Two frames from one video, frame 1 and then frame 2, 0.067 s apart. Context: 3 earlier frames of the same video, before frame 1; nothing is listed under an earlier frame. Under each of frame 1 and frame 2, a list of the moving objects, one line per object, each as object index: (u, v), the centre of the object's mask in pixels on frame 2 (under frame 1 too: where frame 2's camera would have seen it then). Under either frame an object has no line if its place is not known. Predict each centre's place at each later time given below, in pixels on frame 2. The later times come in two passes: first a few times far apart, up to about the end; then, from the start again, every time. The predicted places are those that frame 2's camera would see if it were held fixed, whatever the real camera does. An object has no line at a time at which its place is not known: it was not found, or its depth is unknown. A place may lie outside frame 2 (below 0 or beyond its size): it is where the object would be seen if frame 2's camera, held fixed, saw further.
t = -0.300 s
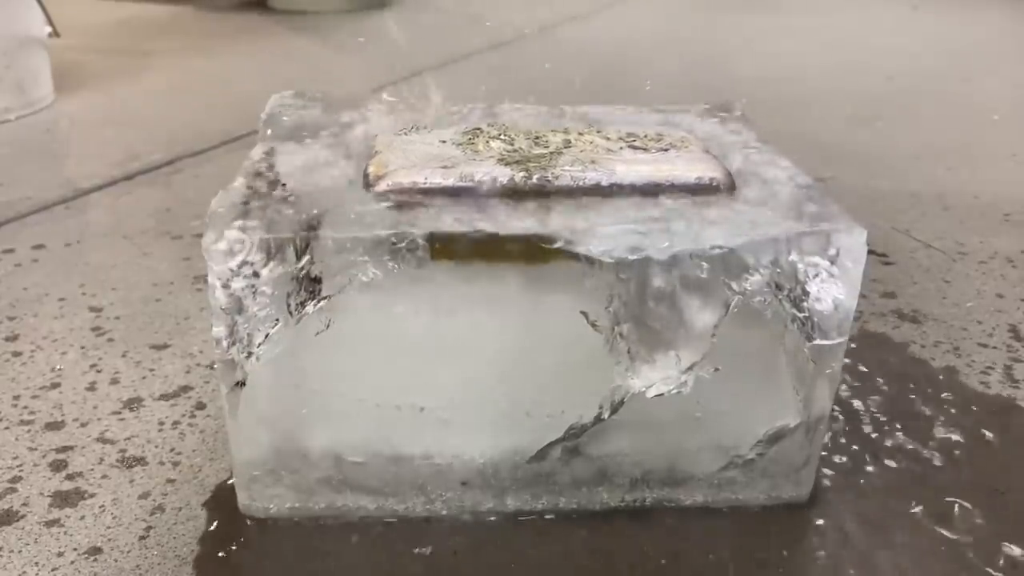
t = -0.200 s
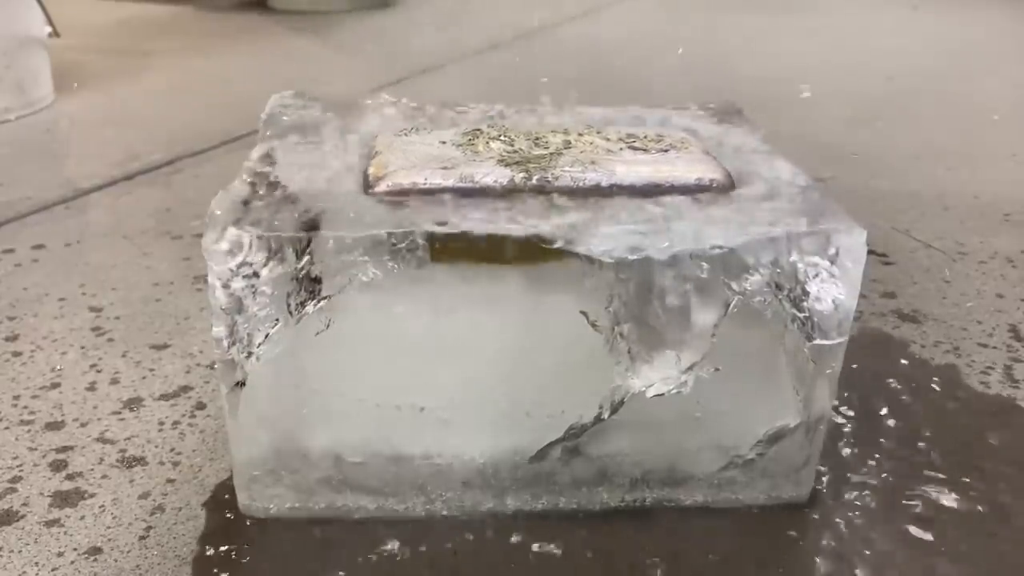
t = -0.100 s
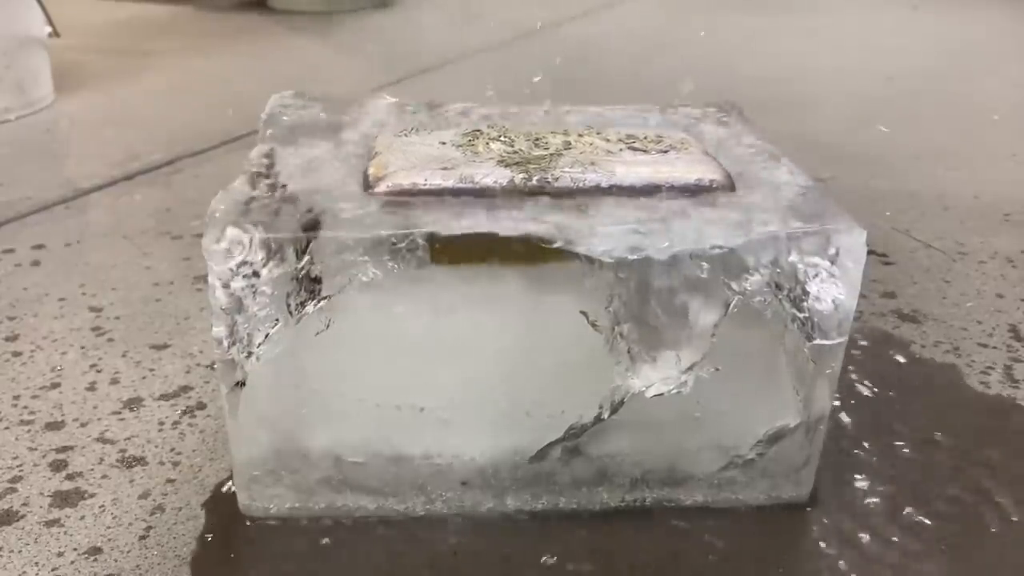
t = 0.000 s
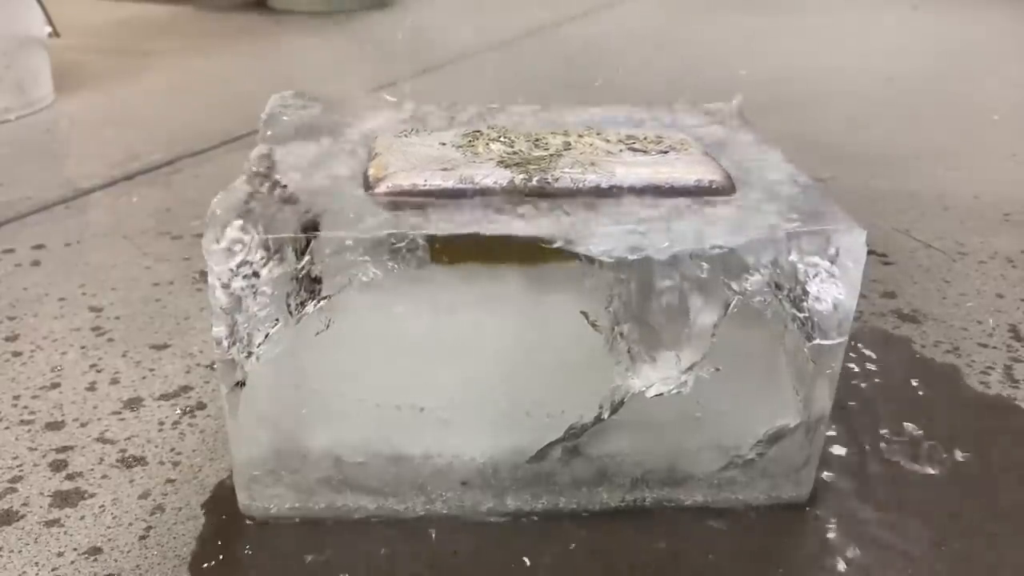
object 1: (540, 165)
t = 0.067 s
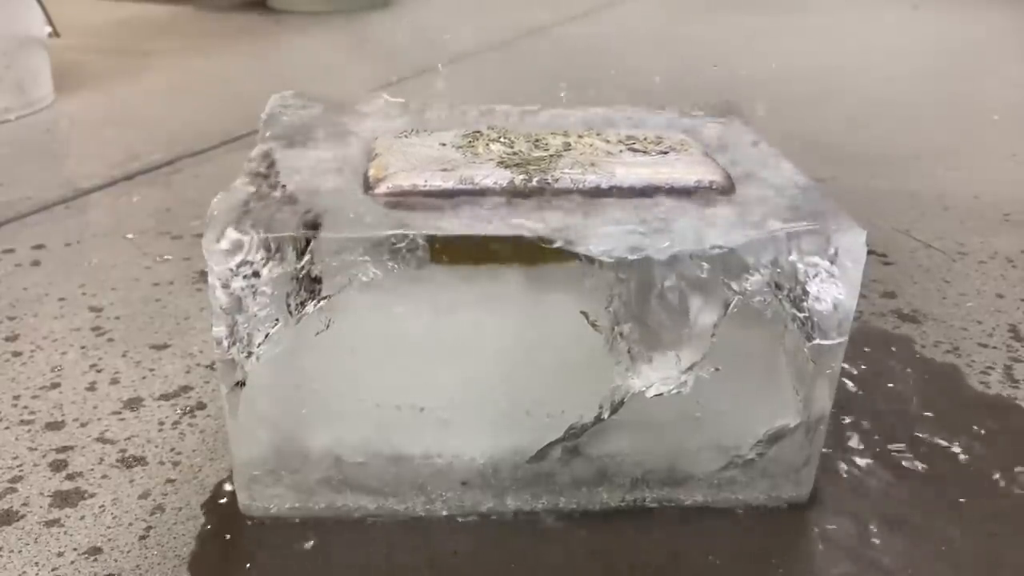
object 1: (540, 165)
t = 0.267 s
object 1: (539, 165)
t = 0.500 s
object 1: (537, 167)
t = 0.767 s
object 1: (536, 168)
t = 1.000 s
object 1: (534, 170)
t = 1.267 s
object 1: (537, 170)
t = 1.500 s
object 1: (535, 172)
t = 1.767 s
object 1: (537, 172)
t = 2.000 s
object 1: (535, 174)
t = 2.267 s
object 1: (538, 175)
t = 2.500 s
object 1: (537, 176)
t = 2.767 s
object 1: (538, 177)
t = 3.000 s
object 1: (535, 178)
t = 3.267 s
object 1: (534, 179)
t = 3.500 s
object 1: (536, 180)
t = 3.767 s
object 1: (532, 182)
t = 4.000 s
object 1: (532, 182)
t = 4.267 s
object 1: (534, 183)
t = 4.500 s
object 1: (537, 191)
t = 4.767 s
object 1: (542, 192)
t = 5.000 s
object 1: (542, 193)
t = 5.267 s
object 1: (542, 194)
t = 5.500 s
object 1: (541, 194)
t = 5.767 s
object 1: (539, 193)
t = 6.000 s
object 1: (540, 193)
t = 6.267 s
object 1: (543, 196)
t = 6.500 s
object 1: (544, 195)
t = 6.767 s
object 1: (543, 194)
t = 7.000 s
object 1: (544, 193)
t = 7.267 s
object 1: (547, 197)
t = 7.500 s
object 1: (544, 198)
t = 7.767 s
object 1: (547, 198)
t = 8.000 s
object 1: (547, 198)
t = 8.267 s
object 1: (543, 196)
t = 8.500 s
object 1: (548, 198)
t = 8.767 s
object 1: (549, 197)
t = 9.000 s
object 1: (546, 198)
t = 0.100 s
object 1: (540, 165)
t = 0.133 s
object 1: (540, 165)
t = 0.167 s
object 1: (541, 165)
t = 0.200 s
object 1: (541, 165)
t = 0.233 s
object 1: (540, 165)
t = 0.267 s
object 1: (539, 165)
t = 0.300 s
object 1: (538, 166)
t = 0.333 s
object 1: (537, 167)
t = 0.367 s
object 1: (540, 166)
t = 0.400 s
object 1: (538, 166)
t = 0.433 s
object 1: (537, 167)
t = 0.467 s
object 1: (539, 166)
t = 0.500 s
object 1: (537, 167)
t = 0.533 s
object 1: (539, 167)
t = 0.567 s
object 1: (538, 168)
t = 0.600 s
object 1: (536, 168)
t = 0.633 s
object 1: (537, 167)
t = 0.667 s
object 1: (534, 168)
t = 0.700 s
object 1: (535, 168)
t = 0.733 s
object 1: (534, 169)
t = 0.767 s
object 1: (536, 168)
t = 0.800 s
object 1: (534, 168)
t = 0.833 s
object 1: (537, 168)
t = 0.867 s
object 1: (535, 169)
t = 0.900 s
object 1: (537, 168)
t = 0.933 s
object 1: (533, 170)
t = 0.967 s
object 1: (536, 169)
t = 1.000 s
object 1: (534, 170)
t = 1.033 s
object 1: (536, 169)
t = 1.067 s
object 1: (537, 169)
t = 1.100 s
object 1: (537, 169)
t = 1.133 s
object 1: (537, 169)
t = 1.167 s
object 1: (536, 170)
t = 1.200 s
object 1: (538, 170)
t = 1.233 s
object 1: (537, 169)
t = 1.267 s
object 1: (537, 170)
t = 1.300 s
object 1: (537, 170)
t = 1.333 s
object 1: (538, 171)
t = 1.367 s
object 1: (536, 170)
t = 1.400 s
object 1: (536, 170)
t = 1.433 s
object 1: (537, 171)
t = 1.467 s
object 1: (537, 171)
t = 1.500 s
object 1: (535, 172)
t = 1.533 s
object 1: (538, 171)
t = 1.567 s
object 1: (537, 172)
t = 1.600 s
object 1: (534, 171)
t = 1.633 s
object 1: (535, 172)
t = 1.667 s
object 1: (537, 172)
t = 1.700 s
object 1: (538, 172)
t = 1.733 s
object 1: (536, 173)
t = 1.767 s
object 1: (537, 172)
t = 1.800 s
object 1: (536, 173)
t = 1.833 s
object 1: (536, 173)
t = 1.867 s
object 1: (535, 173)
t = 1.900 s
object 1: (534, 173)
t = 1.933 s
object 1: (533, 174)
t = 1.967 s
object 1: (536, 173)
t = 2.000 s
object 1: (535, 174)
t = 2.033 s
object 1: (537, 174)
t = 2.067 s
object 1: (540, 174)
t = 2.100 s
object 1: (538, 174)
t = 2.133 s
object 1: (537, 175)
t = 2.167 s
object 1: (537, 175)
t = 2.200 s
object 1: (536, 175)
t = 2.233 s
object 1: (538, 174)
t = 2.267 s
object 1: (538, 175)
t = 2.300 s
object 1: (535, 175)
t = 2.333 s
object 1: (536, 176)
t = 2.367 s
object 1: (537, 175)
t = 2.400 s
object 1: (538, 176)
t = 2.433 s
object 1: (538, 176)
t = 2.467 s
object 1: (537, 176)
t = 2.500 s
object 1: (537, 176)
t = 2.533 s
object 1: (535, 176)
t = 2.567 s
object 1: (536, 176)
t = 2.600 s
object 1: (535, 176)
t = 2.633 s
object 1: (535, 176)
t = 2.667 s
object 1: (538, 177)
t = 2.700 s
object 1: (537, 177)
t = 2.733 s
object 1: (537, 177)
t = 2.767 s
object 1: (538, 177)
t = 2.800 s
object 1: (535, 176)
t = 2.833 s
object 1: (537, 177)
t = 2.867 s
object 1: (535, 177)
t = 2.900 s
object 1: (540, 178)
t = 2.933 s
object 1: (539, 178)
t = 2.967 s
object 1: (536, 178)
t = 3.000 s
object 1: (535, 178)
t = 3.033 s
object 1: (535, 178)
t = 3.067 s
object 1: (533, 178)
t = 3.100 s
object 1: (538, 179)
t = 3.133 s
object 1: (535, 178)
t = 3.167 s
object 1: (534, 179)
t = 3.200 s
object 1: (533, 179)
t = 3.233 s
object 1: (530, 180)
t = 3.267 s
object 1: (534, 179)
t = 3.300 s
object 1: (534, 180)
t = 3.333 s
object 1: (535, 179)
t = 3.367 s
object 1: (530, 181)
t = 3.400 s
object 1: (532, 181)
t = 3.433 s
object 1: (530, 180)
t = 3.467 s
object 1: (532, 180)
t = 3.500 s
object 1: (536, 180)
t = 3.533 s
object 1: (532, 181)
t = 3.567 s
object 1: (531, 181)
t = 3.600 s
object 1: (533, 181)
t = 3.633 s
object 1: (529, 182)
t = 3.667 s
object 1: (533, 181)
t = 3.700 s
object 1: (531, 181)
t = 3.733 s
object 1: (531, 183)
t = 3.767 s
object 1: (532, 182)
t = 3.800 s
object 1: (537, 181)
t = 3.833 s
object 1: (530, 183)
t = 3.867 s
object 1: (532, 183)
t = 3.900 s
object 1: (535, 182)
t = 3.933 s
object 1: (530, 183)
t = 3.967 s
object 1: (530, 183)
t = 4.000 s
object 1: (532, 182)
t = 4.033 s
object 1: (530, 183)
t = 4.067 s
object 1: (536, 182)
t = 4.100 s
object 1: (535, 182)
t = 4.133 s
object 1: (530, 183)
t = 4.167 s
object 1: (533, 183)
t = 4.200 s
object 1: (538, 187)
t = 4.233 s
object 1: (532, 183)
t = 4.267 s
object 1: (534, 183)
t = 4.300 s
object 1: (538, 188)
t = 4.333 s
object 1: (534, 185)
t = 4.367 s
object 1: (538, 189)
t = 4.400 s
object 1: (535, 190)
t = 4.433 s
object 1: (536, 191)
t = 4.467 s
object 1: (540, 190)
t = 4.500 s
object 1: (537, 191)
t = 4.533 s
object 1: (537, 191)
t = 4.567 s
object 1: (538, 191)
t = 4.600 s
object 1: (536, 192)
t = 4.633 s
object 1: (536, 193)
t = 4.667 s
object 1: (540, 192)
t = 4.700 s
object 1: (538, 192)
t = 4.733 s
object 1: (539, 193)
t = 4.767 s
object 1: (542, 192)
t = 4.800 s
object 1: (539, 193)
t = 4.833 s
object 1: (537, 193)
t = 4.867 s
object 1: (539, 193)
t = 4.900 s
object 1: (540, 193)
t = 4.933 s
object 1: (539, 194)
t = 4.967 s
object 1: (539, 193)
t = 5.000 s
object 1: (542, 193)
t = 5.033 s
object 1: (541, 193)
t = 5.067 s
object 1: (541, 193)
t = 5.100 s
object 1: (541, 193)
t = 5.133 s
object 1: (541, 193)
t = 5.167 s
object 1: (542, 193)
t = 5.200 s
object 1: (542, 193)
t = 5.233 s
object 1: (542, 193)
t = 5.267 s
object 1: (542, 194)
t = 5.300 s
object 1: (541, 194)
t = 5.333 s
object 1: (540, 195)
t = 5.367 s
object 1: (539, 193)
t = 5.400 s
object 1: (539, 194)
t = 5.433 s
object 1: (541, 194)
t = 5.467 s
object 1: (542, 194)
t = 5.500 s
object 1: (541, 194)
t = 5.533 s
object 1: (540, 194)
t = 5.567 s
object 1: (541, 194)
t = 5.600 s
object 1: (540, 194)
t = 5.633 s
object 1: (540, 194)
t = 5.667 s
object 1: (541, 194)
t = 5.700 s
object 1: (541, 194)
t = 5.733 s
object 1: (540, 194)
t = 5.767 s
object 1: (539, 193)
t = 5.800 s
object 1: (541, 194)
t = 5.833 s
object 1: (540, 194)
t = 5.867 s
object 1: (540, 194)
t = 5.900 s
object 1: (538, 194)
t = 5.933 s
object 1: (540, 193)
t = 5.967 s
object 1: (541, 194)
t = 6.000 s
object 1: (540, 193)
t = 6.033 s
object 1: (540, 194)
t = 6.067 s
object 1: (539, 194)
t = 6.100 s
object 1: (539, 194)
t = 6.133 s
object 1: (541, 195)
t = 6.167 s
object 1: (541, 194)
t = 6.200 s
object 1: (544, 196)
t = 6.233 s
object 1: (542, 195)
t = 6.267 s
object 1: (543, 196)
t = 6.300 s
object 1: (542, 195)
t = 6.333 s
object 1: (542, 195)
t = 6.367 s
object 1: (544, 195)
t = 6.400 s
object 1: (542, 196)
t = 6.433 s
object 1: (543, 195)
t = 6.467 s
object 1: (544, 195)
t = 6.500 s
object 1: (544, 195)
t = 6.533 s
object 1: (542, 194)
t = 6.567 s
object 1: (541, 193)
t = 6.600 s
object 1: (541, 191)
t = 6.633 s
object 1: (542, 193)
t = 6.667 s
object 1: (542, 193)
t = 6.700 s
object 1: (543, 193)
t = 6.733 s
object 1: (543, 193)
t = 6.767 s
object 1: (543, 194)
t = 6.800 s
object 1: (546, 195)
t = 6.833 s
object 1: (542, 195)
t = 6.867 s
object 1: (545, 195)
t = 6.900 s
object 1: (545, 196)
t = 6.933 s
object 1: (545, 195)
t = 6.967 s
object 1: (546, 195)
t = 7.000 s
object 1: (544, 193)
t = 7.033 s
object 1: (544, 194)
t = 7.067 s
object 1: (544, 195)
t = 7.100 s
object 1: (546, 195)
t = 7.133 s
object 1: (545, 195)
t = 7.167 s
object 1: (548, 196)
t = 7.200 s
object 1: (548, 196)
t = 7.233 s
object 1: (546, 196)
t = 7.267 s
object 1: (547, 197)
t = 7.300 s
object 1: (545, 195)
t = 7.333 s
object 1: (545, 194)
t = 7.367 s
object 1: (544, 195)
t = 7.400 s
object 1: (544, 197)
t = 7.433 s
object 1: (546, 195)
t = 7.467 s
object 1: (544, 196)
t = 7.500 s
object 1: (544, 198)
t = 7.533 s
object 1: (546, 196)
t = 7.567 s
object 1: (543, 196)
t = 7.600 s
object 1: (542, 197)
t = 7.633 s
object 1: (547, 197)
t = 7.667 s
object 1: (542, 196)
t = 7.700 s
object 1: (548, 197)
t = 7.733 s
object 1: (547, 199)
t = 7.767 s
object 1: (547, 198)
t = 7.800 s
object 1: (544, 199)
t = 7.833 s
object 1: (547, 198)
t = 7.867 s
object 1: (544, 198)
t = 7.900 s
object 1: (546, 197)
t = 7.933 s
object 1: (545, 198)
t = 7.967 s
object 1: (546, 197)
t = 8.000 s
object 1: (547, 198)
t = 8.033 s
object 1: (545, 200)
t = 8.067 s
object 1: (546, 199)
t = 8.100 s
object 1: (546, 197)
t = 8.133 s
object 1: (545, 197)
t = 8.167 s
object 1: (544, 197)
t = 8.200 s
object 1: (545, 198)
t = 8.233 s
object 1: (546, 199)
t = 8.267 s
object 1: (543, 196)
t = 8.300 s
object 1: (543, 197)
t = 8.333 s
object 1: (544, 199)
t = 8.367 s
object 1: (546, 198)
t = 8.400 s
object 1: (545, 198)
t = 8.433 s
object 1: (545, 197)
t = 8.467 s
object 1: (545, 195)
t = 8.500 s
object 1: (548, 198)
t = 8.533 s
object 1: (547, 198)
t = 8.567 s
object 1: (545, 197)
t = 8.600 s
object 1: (545, 198)
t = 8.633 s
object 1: (546, 197)
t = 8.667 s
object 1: (544, 196)
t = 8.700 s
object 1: (545, 196)
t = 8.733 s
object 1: (550, 197)
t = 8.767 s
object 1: (549, 197)
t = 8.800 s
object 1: (548, 197)
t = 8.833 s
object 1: (545, 196)
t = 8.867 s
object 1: (548, 198)
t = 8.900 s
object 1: (547, 198)
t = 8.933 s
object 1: (547, 197)
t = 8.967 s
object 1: (545, 198)
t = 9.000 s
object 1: (546, 198)
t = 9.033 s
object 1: (544, 197)
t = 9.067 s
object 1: (544, 198)
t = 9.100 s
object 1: (545, 196)
